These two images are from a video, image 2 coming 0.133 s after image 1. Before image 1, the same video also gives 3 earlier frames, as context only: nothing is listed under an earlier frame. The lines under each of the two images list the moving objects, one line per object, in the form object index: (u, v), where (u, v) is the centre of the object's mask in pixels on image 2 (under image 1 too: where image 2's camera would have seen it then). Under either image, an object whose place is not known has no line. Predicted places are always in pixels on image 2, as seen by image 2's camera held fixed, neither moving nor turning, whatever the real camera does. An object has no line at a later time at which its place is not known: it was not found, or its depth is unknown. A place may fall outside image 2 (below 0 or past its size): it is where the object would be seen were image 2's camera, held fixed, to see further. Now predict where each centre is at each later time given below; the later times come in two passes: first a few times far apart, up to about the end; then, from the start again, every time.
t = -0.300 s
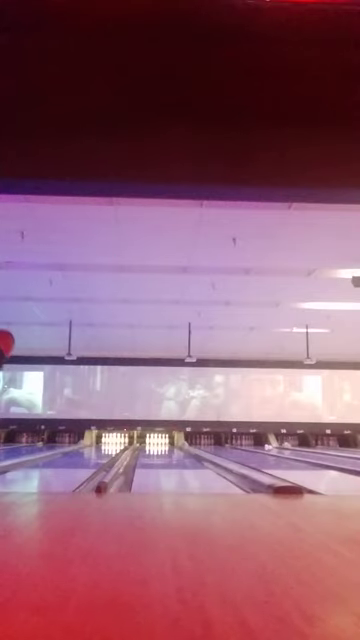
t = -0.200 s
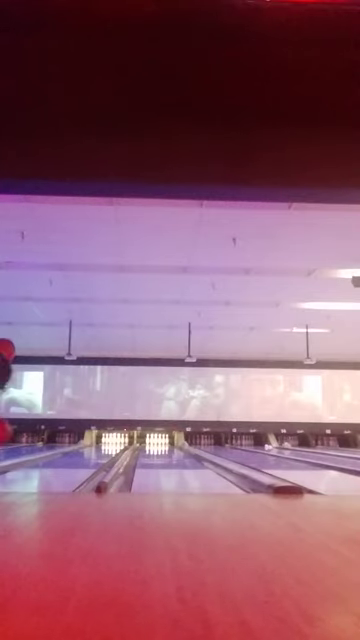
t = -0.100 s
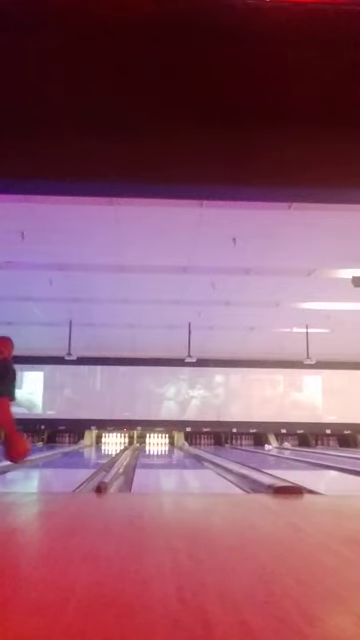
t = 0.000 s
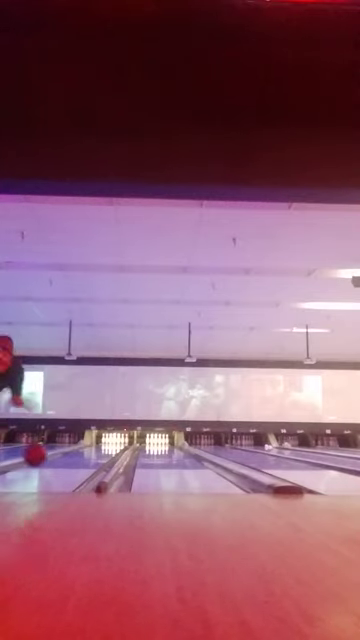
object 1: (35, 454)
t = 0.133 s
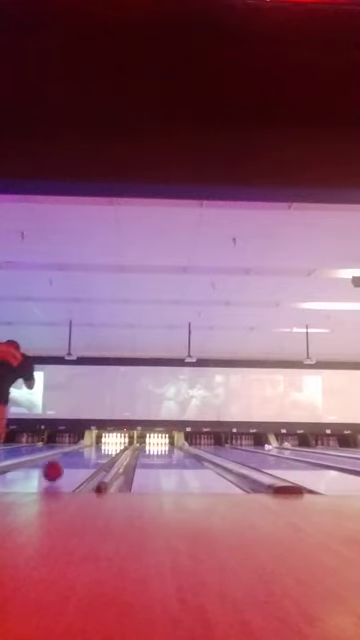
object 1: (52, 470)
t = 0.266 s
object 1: (66, 466)
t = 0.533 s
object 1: (84, 459)
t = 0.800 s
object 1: (97, 453)
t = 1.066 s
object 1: (103, 451)
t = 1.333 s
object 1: (110, 448)
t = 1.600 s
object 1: (113, 446)
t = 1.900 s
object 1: (116, 444)
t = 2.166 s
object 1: (117, 443)
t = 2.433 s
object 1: (117, 443)
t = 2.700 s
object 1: (116, 442)
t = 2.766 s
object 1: (115, 442)
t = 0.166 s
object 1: (56, 470)
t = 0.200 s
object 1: (59, 468)
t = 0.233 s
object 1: (63, 467)
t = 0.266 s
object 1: (66, 466)
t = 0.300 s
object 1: (69, 465)
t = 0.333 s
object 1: (71, 464)
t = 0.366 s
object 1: (74, 463)
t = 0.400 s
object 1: (76, 462)
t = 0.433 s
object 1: (78, 460)
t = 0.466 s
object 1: (81, 460)
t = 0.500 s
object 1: (83, 459)
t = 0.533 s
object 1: (84, 459)
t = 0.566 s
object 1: (86, 458)
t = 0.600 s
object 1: (87, 457)
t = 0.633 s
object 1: (89, 457)
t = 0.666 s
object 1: (91, 456)
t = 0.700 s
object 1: (92, 456)
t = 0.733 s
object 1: (94, 455)
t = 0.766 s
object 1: (95, 454)
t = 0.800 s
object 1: (97, 453)
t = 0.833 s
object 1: (98, 453)
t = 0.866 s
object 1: (98, 452)
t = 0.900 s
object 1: (99, 452)
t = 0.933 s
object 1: (100, 452)
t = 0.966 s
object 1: (101, 452)
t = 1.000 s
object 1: (102, 451)
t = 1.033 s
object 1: (102, 451)
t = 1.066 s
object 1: (103, 451)
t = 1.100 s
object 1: (105, 450)
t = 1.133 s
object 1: (106, 450)
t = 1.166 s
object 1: (107, 450)
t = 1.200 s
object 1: (107, 450)
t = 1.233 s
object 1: (108, 450)
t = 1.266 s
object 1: (108, 449)
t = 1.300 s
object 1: (109, 449)
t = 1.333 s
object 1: (110, 448)
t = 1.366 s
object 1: (110, 448)
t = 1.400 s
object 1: (111, 448)
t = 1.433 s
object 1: (112, 447)
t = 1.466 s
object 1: (112, 447)
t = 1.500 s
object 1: (113, 447)
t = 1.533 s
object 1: (113, 447)
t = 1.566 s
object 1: (113, 446)
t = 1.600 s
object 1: (113, 446)
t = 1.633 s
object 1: (114, 446)
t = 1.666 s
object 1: (114, 446)
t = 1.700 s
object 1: (114, 446)
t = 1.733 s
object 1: (114, 445)
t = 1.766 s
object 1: (115, 445)
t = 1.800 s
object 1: (115, 445)
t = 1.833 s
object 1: (115, 444)
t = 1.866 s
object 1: (116, 444)
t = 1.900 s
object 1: (116, 444)
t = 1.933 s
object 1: (116, 444)
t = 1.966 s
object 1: (116, 444)
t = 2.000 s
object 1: (116, 444)
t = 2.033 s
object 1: (116, 444)
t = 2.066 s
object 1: (116, 444)
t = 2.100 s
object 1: (117, 443)
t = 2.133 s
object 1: (117, 443)
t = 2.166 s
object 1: (117, 443)
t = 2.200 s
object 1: (117, 443)
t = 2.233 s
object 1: (117, 443)
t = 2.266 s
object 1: (117, 443)
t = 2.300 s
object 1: (117, 443)
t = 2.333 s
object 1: (117, 443)
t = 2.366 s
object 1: (117, 443)
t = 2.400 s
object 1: (117, 443)
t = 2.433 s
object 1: (117, 443)
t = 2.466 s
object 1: (117, 443)
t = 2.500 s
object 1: (117, 443)
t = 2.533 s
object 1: (117, 443)
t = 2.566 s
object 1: (116, 442)
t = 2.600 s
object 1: (116, 443)
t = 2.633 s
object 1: (116, 442)
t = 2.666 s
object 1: (116, 442)
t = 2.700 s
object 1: (116, 442)
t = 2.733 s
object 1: (115, 442)
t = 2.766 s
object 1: (115, 442)
